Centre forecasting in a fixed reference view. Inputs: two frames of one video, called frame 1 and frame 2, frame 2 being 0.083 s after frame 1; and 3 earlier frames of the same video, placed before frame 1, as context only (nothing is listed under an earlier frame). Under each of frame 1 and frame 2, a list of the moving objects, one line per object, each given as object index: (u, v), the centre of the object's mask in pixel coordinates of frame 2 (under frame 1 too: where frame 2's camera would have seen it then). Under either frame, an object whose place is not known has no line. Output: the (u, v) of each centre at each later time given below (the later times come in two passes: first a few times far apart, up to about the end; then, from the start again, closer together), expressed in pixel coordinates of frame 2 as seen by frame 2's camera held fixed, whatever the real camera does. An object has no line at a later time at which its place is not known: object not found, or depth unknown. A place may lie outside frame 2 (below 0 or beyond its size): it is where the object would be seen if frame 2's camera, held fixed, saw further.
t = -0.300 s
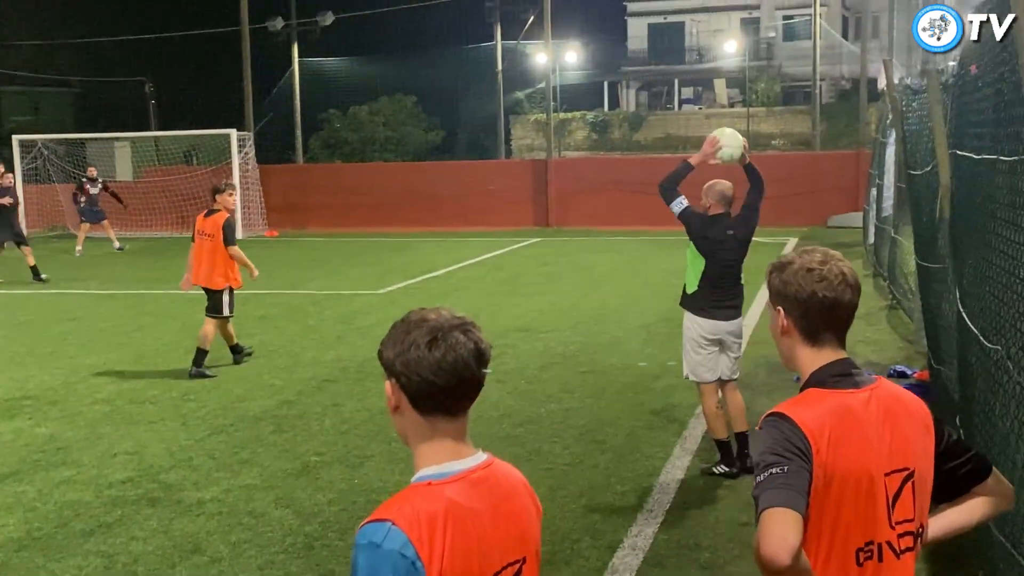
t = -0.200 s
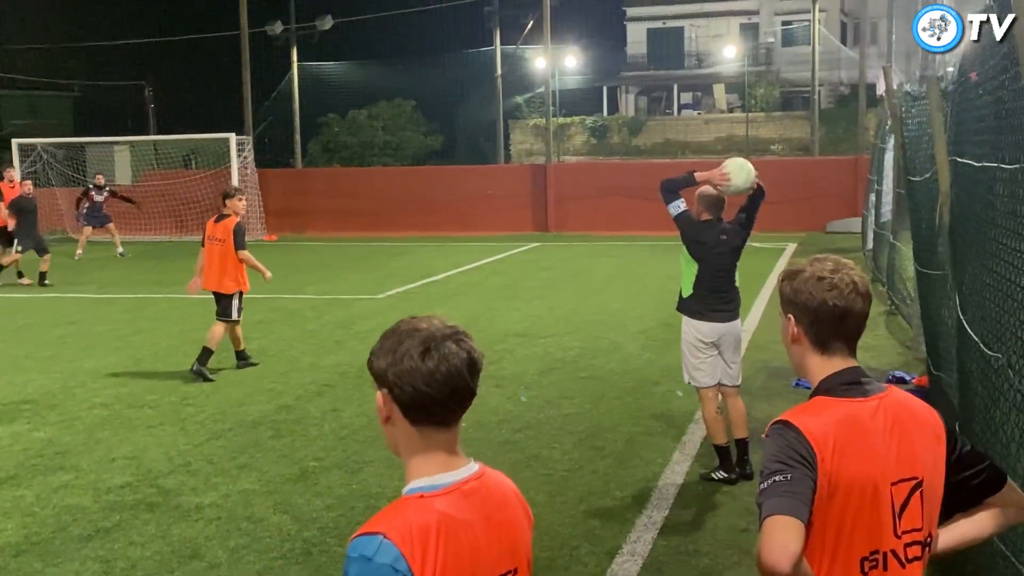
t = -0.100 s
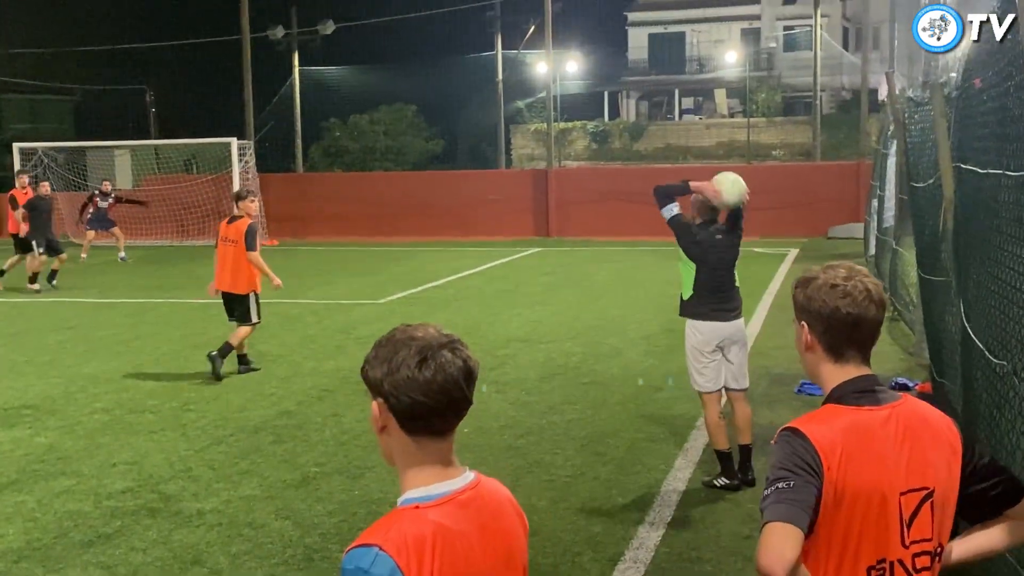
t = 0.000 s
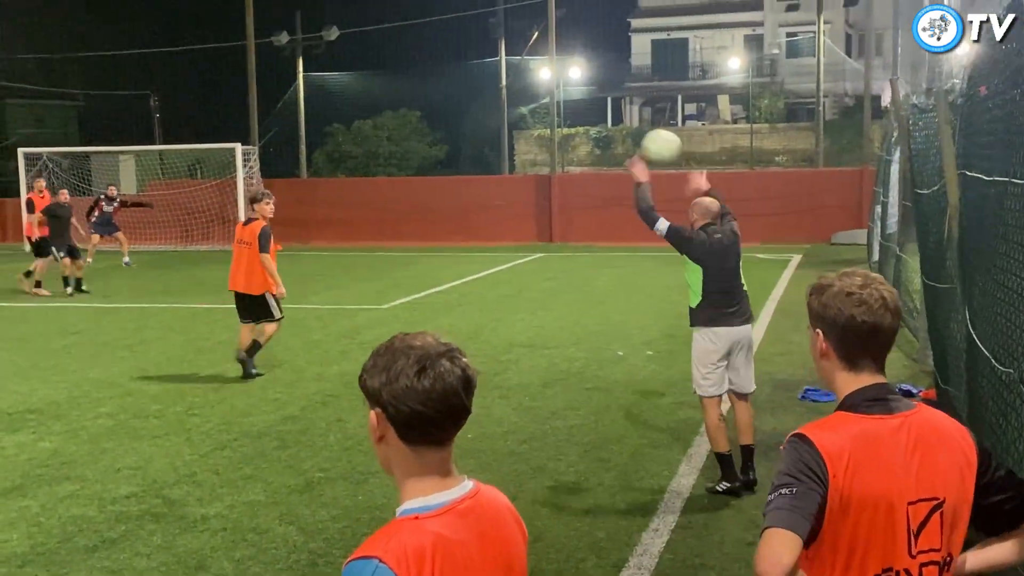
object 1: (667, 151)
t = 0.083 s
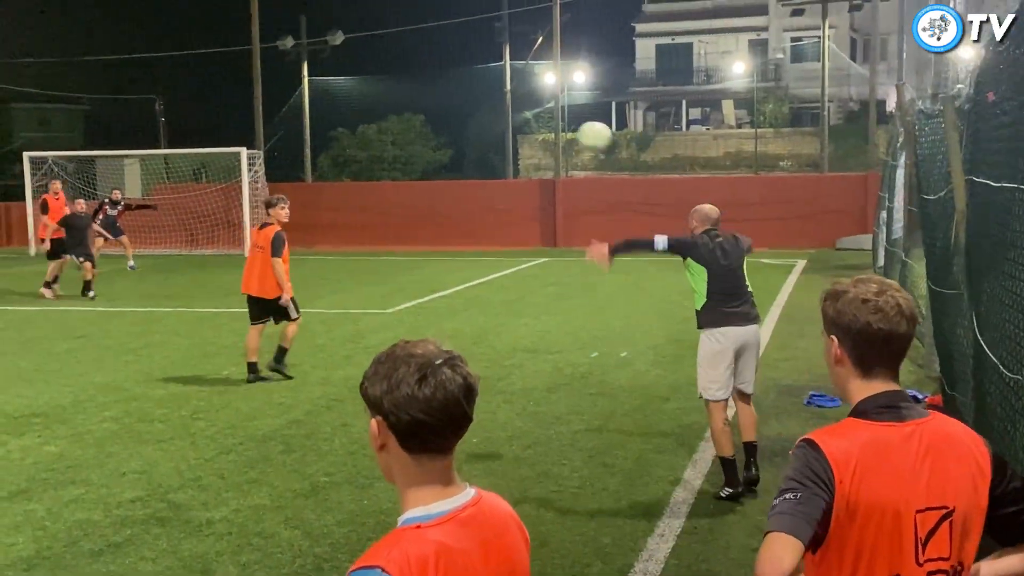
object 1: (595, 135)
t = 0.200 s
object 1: (515, 135)
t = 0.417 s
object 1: (411, 170)
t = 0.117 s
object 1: (569, 134)
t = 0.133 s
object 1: (558, 133)
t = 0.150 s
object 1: (546, 133)
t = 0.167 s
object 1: (536, 133)
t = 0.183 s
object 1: (526, 133)
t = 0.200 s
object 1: (515, 135)
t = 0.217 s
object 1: (505, 136)
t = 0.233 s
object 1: (496, 138)
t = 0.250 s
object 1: (487, 140)
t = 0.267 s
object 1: (478, 142)
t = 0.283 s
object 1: (470, 144)
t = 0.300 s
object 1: (462, 146)
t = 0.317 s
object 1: (454, 149)
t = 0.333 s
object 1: (446, 152)
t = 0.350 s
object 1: (439, 155)
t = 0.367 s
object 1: (431, 158)
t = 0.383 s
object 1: (424, 162)
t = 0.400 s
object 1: (417, 166)
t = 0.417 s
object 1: (411, 170)
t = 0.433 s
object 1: (403, 174)
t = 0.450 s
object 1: (397, 178)
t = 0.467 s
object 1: (391, 183)
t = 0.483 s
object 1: (383, 188)
